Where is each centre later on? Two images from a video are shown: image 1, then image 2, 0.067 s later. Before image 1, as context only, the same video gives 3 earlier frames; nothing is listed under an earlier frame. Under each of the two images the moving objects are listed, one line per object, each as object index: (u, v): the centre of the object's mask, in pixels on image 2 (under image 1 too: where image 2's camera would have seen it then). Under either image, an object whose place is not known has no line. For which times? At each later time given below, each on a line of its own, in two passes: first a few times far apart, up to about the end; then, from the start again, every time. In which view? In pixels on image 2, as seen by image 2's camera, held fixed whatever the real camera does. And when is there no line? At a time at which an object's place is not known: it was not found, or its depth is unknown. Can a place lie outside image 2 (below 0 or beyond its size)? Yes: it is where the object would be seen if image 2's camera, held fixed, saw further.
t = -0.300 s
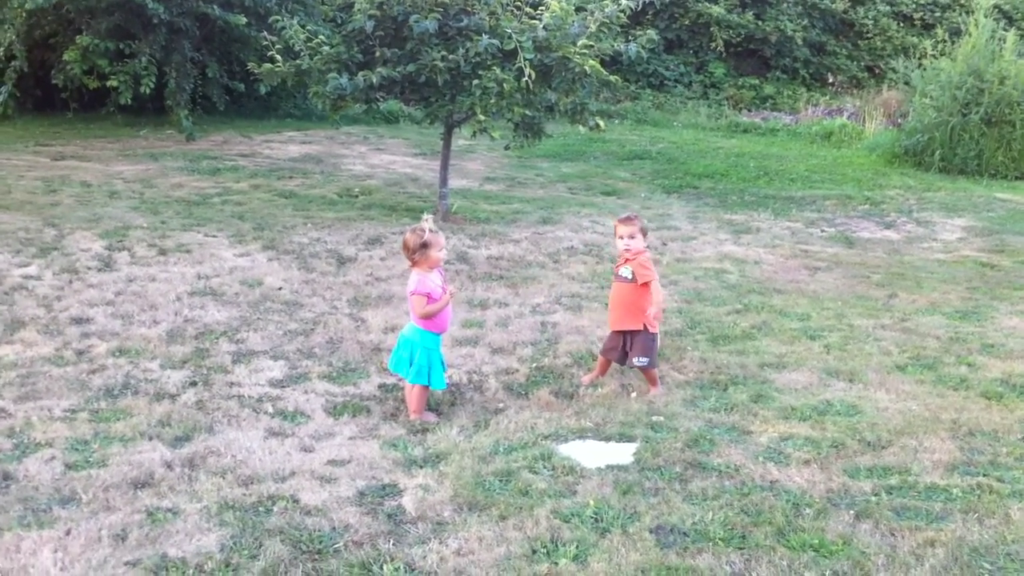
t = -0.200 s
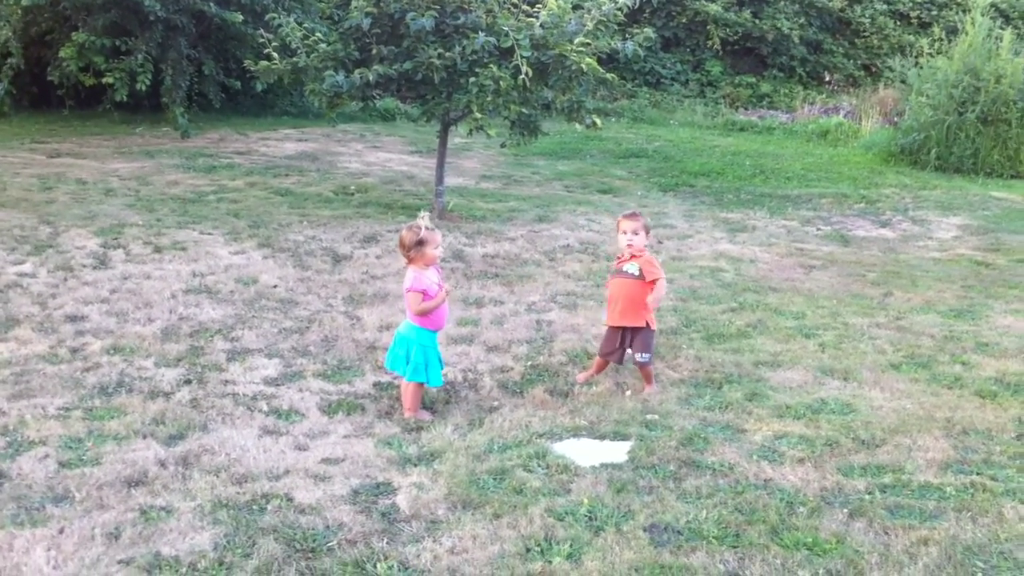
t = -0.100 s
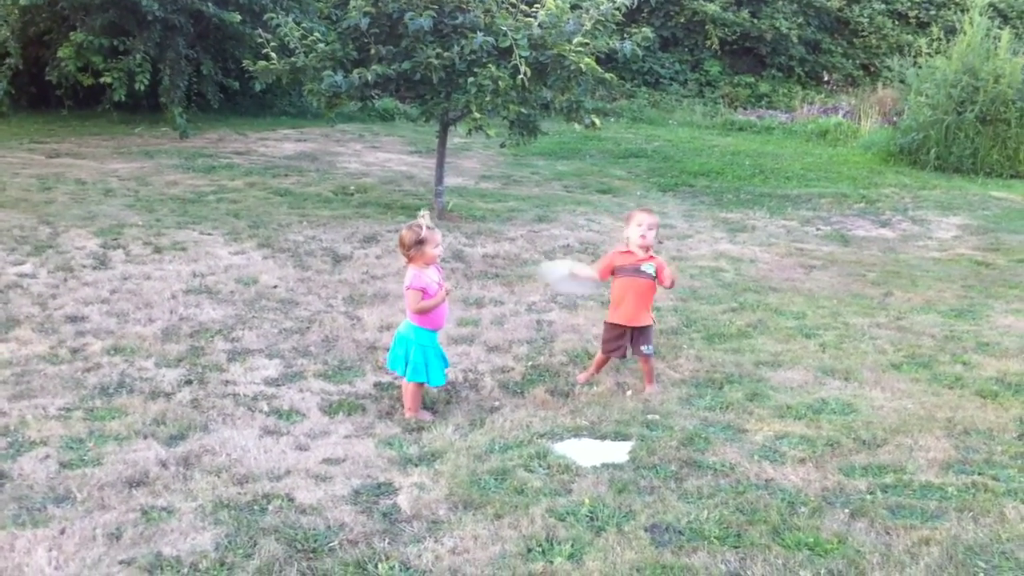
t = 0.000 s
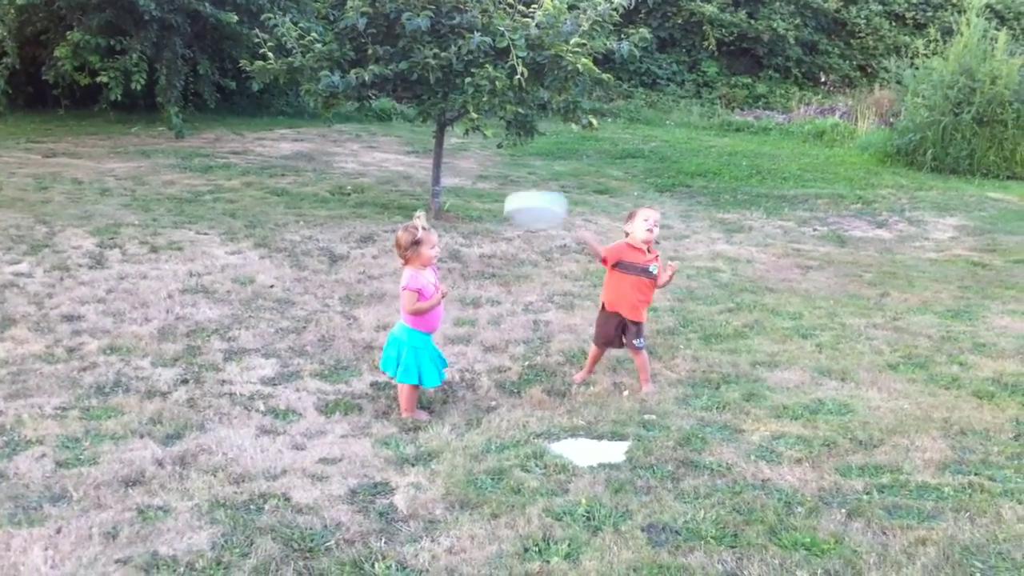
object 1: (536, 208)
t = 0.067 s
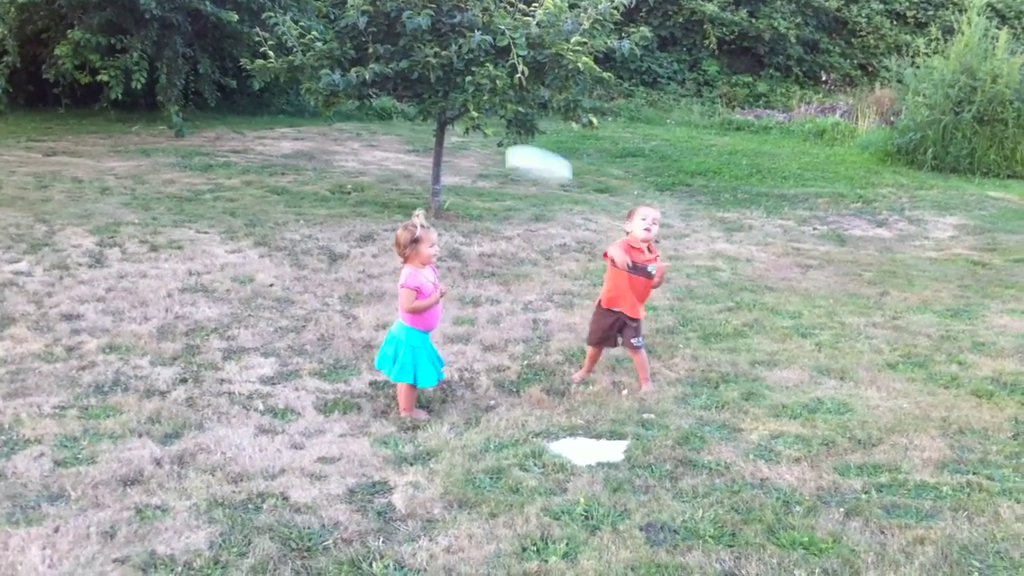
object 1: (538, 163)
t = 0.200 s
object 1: (545, 94)
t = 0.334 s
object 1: (562, 41)
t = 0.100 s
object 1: (541, 146)
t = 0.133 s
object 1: (543, 129)
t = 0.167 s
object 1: (544, 112)
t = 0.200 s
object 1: (545, 94)
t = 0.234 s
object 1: (550, 78)
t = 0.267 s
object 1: (552, 64)
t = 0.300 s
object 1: (554, 50)
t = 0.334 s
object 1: (562, 41)
